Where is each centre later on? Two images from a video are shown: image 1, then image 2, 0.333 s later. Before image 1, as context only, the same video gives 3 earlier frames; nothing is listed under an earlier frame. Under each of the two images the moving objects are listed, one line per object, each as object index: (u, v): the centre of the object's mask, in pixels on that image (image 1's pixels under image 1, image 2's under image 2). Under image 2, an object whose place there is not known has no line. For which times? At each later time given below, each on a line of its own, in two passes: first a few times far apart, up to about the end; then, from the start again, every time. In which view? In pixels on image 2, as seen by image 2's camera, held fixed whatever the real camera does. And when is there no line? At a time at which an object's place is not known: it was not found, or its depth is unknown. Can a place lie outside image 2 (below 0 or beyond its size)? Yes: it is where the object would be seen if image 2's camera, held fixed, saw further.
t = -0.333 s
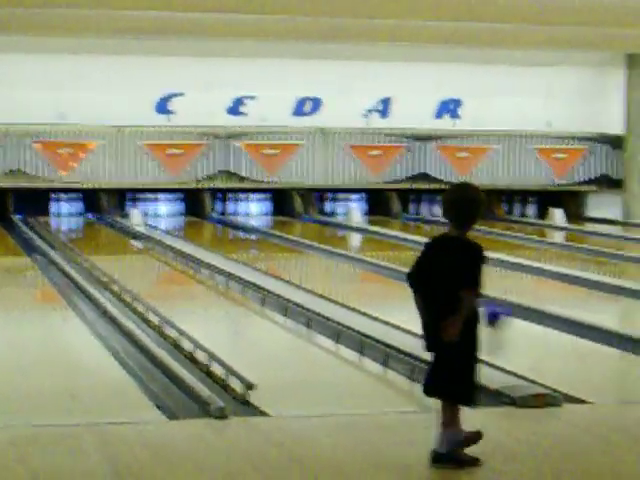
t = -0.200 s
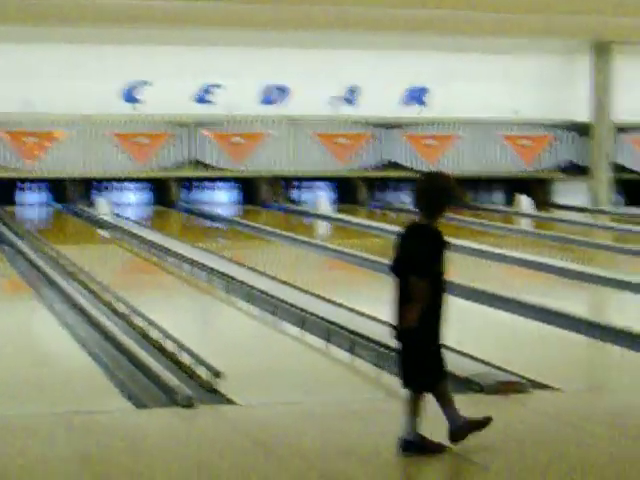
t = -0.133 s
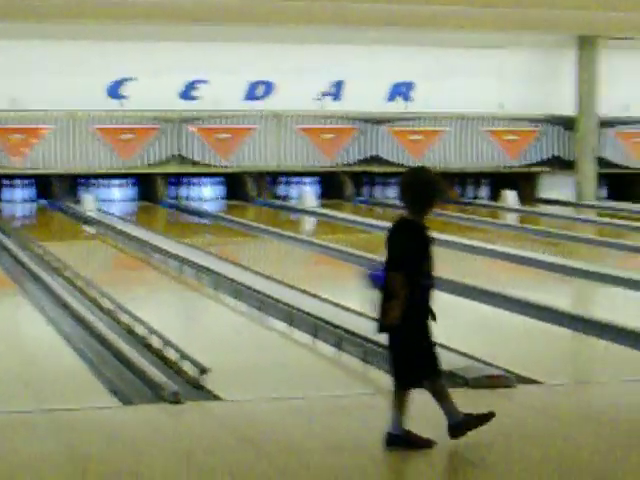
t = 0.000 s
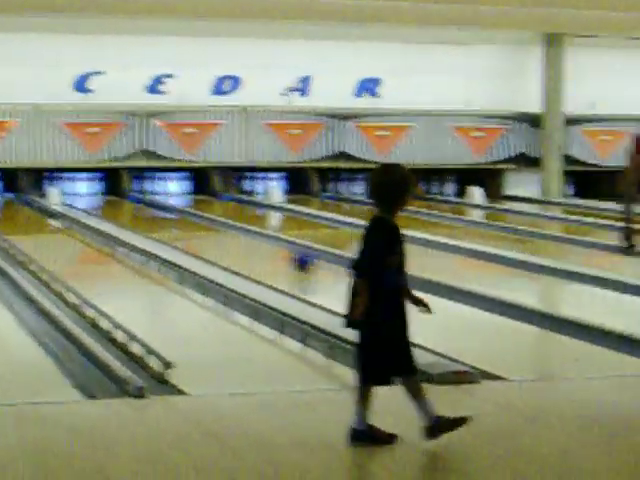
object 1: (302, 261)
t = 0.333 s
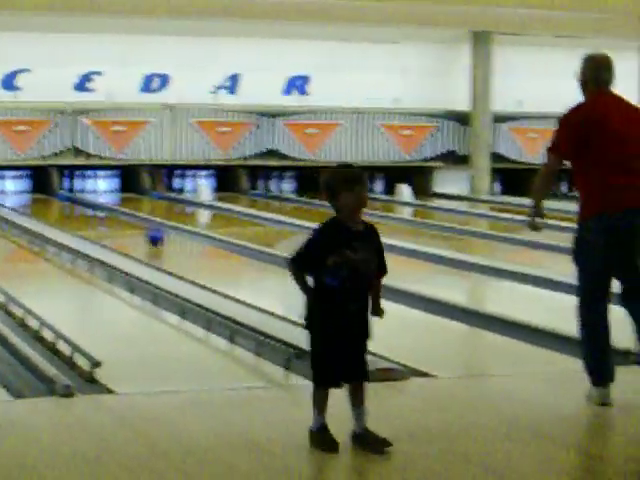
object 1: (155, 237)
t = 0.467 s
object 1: (129, 229)
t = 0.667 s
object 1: (97, 220)
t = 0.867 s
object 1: (70, 212)
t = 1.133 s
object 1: (42, 204)
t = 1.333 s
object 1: (23, 198)
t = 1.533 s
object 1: (7, 194)
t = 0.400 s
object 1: (142, 233)
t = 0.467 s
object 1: (129, 229)
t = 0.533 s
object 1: (118, 226)
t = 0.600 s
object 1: (107, 223)
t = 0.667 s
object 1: (97, 220)
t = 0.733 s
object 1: (89, 217)
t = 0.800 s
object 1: (79, 215)
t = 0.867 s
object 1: (70, 212)
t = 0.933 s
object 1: (63, 210)
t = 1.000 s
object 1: (56, 207)
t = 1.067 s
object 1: (49, 206)
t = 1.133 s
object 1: (42, 204)
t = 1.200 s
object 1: (36, 202)
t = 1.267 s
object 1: (29, 200)
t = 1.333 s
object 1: (23, 198)
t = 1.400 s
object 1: (17, 196)
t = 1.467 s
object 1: (11, 195)
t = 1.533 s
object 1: (7, 194)
